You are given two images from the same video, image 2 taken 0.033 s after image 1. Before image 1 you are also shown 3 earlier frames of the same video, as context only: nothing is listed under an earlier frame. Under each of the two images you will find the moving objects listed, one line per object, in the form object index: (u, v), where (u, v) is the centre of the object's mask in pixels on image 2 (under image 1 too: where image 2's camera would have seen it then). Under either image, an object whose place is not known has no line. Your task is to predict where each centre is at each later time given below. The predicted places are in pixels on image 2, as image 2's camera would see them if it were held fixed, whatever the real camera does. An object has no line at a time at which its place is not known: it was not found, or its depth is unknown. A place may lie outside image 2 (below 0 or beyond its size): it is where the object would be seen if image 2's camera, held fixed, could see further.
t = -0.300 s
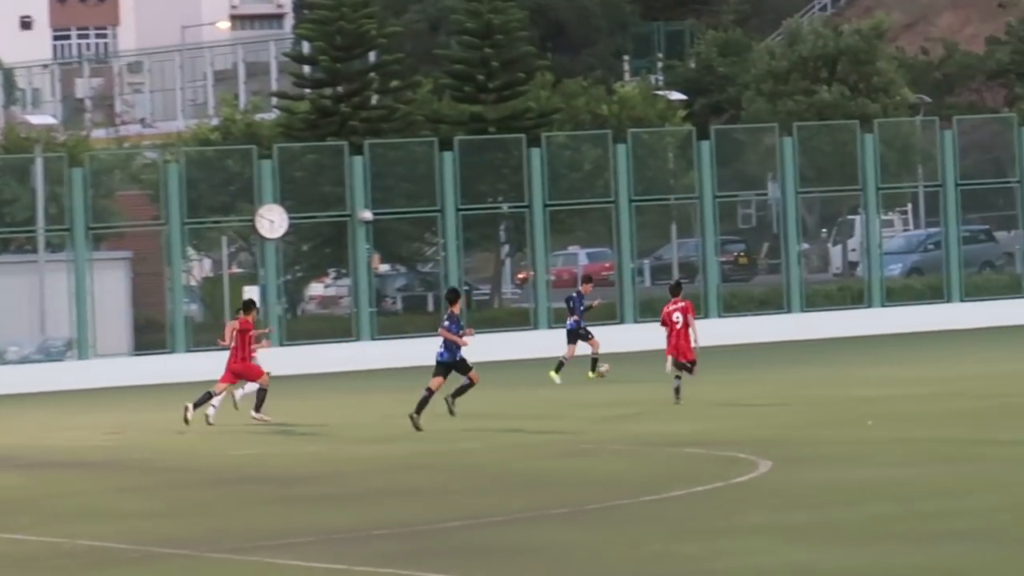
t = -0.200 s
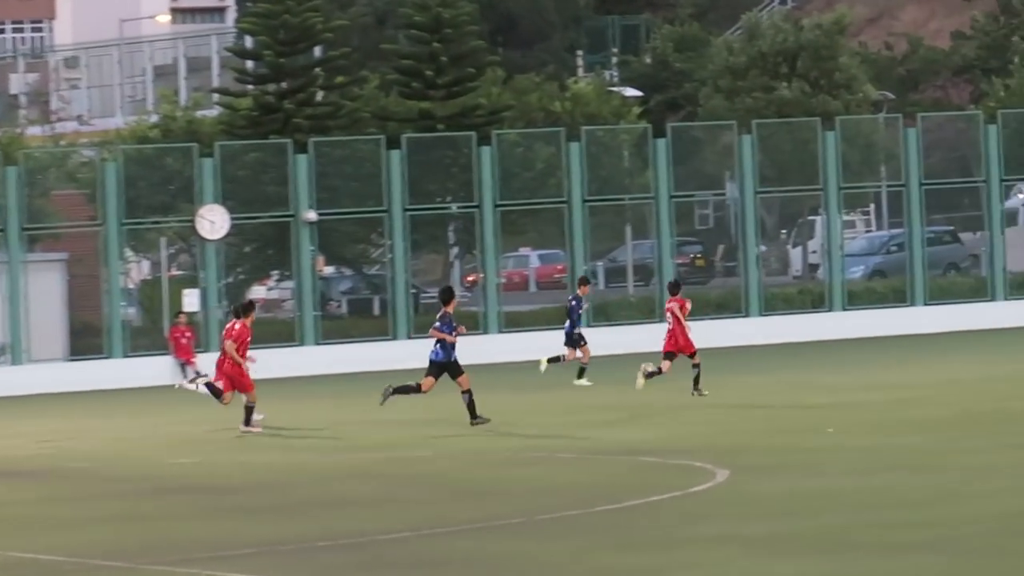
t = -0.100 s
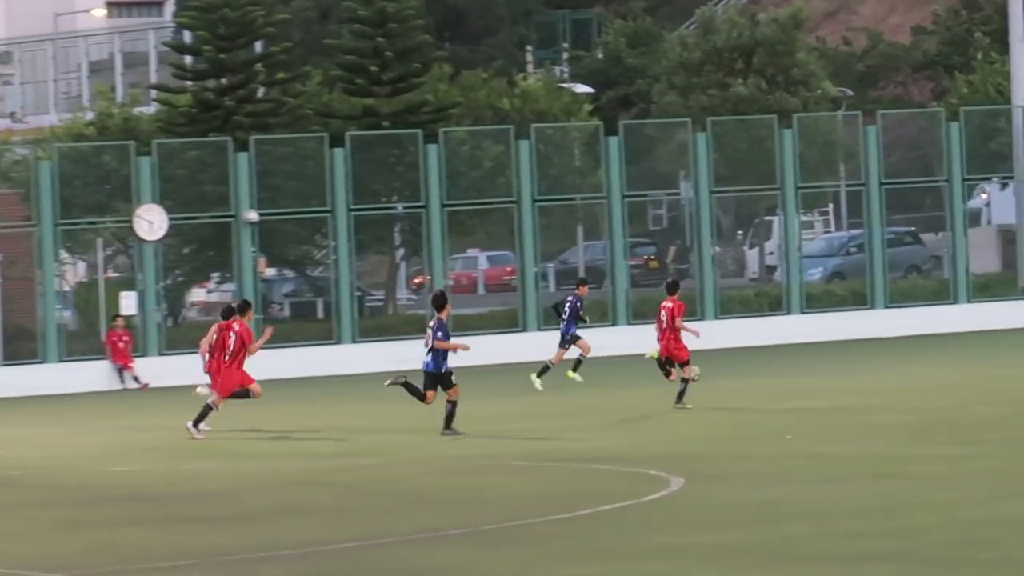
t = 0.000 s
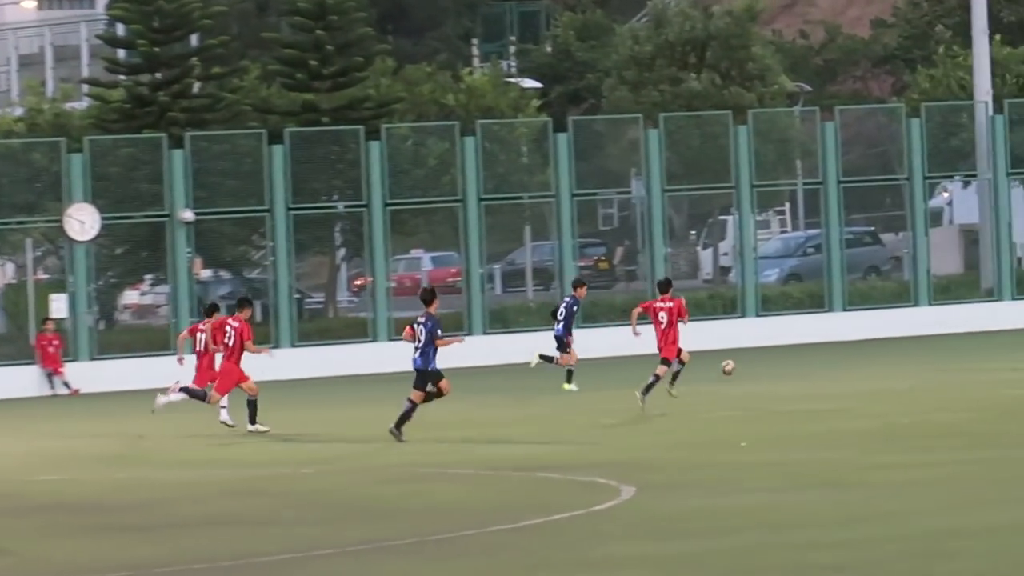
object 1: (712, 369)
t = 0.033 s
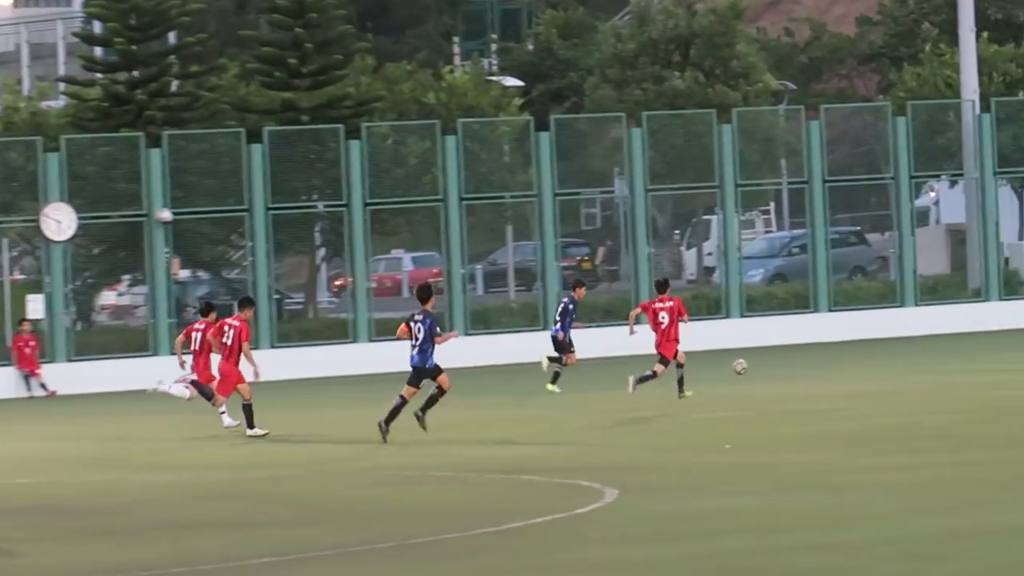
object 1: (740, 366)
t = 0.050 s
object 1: (753, 366)
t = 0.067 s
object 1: (767, 366)
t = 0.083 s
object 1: (780, 365)
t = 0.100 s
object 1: (794, 366)
